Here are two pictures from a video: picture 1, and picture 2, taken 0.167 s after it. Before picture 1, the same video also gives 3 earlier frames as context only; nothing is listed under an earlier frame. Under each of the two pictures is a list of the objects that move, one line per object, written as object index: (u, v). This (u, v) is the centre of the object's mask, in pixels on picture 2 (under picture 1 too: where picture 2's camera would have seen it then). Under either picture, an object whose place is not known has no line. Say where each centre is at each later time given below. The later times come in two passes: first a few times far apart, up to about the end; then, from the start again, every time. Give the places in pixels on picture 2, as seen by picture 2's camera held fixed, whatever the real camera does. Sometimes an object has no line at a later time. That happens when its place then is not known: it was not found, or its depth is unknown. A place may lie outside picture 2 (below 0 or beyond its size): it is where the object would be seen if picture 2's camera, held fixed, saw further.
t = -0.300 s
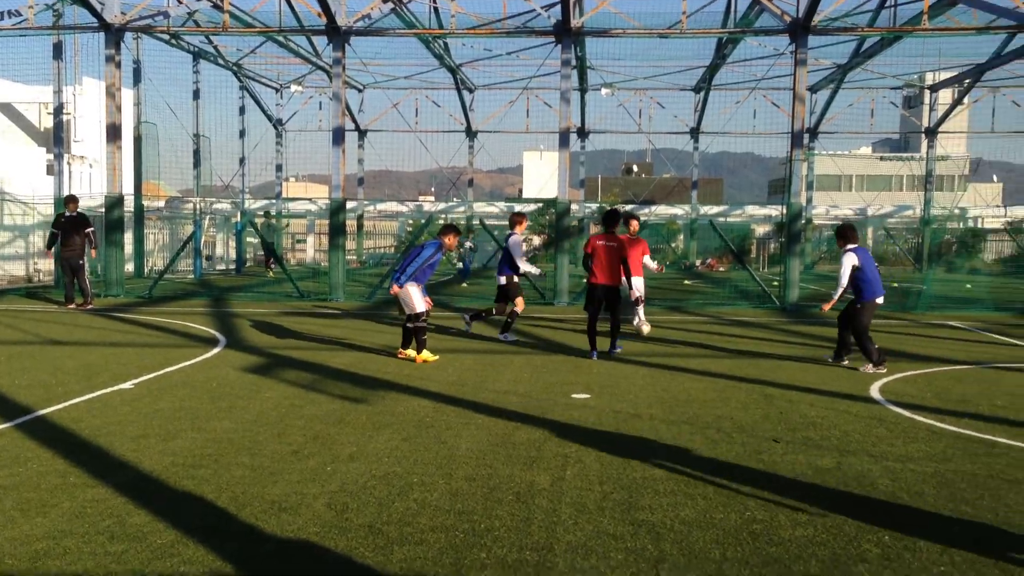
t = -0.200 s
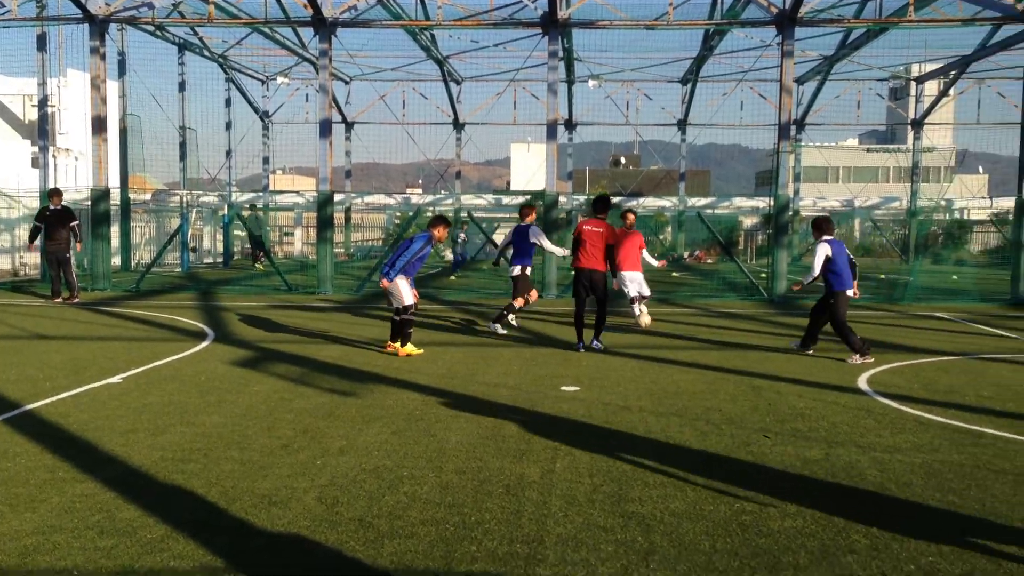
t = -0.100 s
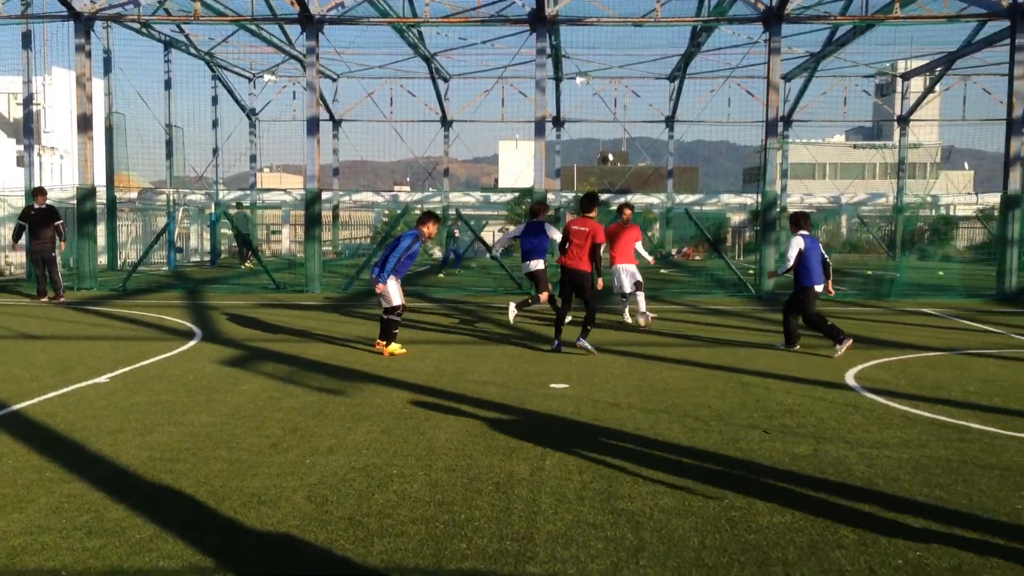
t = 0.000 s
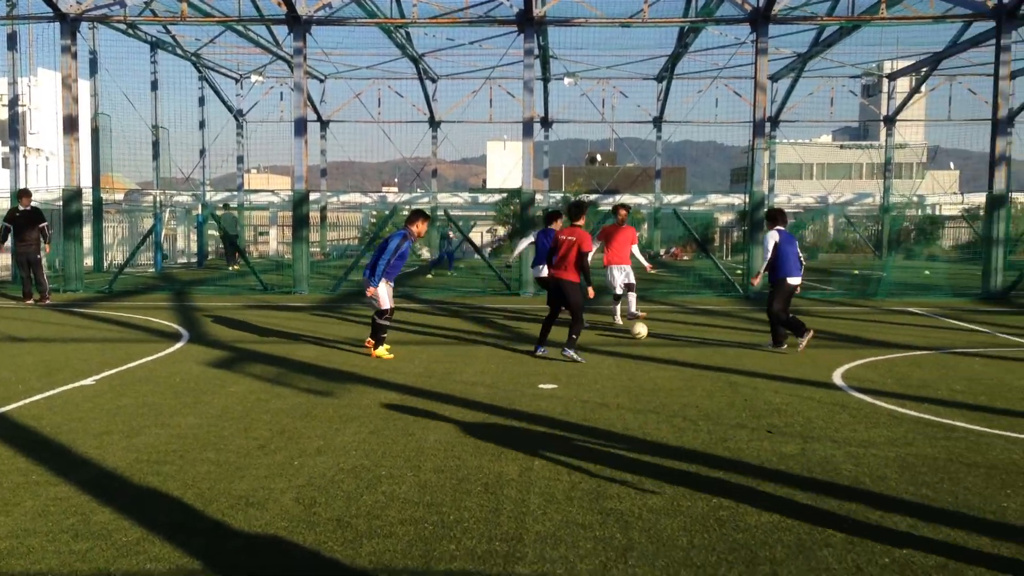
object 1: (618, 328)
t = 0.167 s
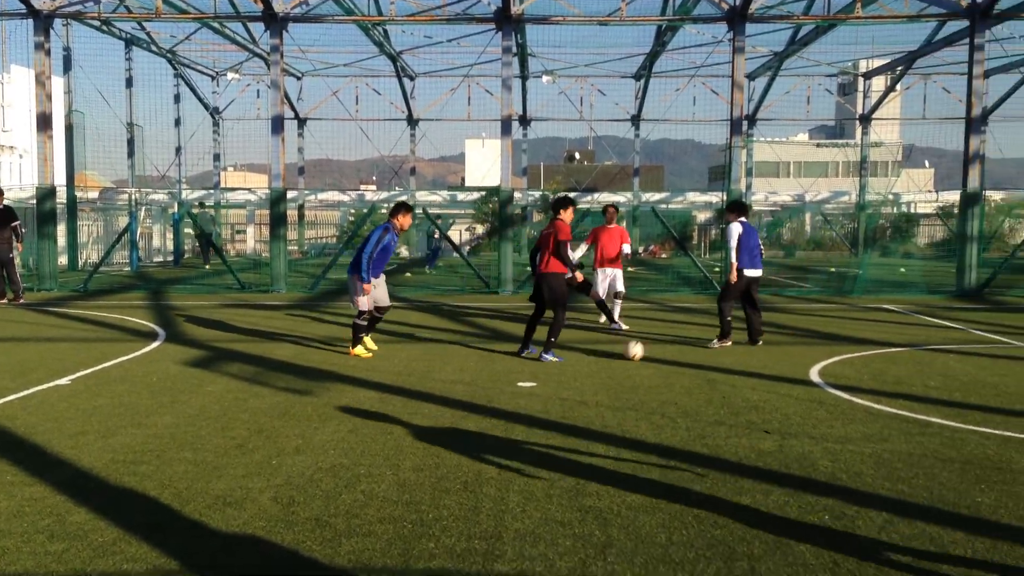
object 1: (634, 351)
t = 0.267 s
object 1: (646, 366)
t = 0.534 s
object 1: (689, 420)
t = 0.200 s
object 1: (638, 355)
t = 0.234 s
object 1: (642, 360)
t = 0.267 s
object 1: (646, 366)
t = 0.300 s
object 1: (651, 371)
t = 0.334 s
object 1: (655, 378)
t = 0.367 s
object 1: (661, 383)
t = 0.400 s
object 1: (665, 389)
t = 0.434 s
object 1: (671, 397)
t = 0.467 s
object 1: (676, 405)
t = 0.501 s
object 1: (682, 412)
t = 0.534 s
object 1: (689, 420)
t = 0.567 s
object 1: (695, 430)
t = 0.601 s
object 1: (703, 439)
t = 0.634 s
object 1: (710, 449)
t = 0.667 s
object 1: (719, 460)
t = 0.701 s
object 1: (728, 472)
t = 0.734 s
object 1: (737, 483)
